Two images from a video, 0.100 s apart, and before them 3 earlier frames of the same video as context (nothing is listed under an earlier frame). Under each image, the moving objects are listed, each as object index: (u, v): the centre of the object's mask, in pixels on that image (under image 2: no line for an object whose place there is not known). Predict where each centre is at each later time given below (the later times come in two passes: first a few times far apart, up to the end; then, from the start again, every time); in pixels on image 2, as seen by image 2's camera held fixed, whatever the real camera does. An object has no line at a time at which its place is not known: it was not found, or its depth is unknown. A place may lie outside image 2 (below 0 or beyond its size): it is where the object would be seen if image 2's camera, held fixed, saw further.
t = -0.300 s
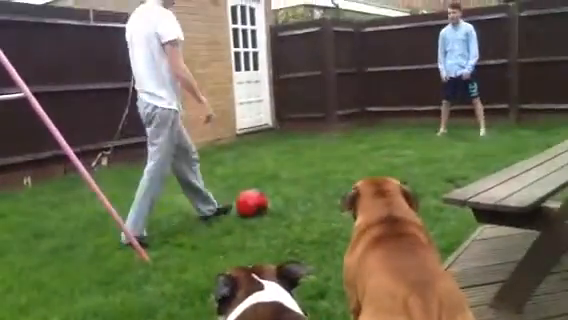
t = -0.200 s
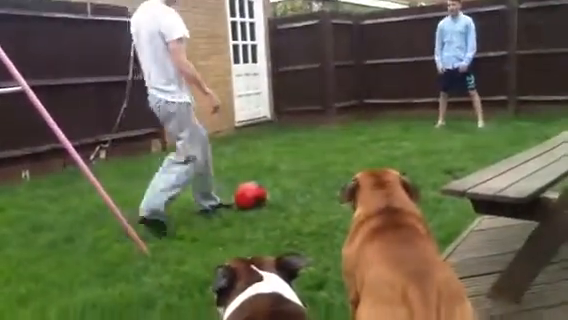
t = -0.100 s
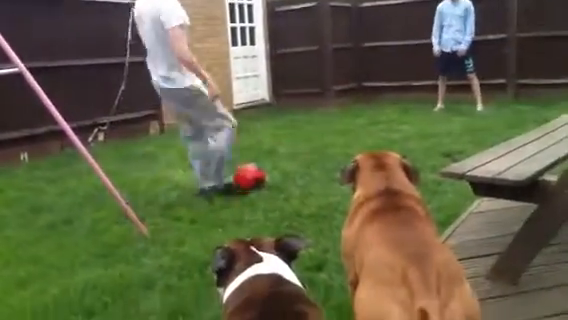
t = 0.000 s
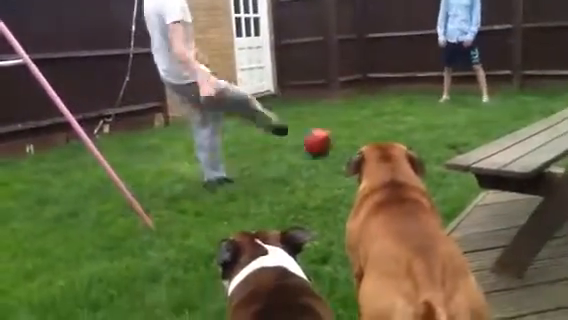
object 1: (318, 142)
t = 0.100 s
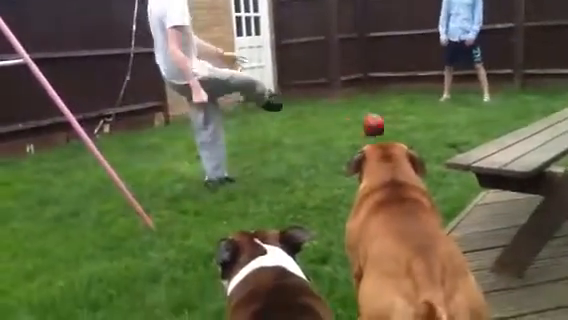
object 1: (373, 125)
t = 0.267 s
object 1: (426, 107)
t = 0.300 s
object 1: (433, 106)
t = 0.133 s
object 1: (389, 122)
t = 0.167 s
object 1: (401, 119)
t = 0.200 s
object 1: (409, 114)
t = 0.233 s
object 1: (418, 111)
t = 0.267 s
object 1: (426, 107)
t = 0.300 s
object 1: (433, 106)
